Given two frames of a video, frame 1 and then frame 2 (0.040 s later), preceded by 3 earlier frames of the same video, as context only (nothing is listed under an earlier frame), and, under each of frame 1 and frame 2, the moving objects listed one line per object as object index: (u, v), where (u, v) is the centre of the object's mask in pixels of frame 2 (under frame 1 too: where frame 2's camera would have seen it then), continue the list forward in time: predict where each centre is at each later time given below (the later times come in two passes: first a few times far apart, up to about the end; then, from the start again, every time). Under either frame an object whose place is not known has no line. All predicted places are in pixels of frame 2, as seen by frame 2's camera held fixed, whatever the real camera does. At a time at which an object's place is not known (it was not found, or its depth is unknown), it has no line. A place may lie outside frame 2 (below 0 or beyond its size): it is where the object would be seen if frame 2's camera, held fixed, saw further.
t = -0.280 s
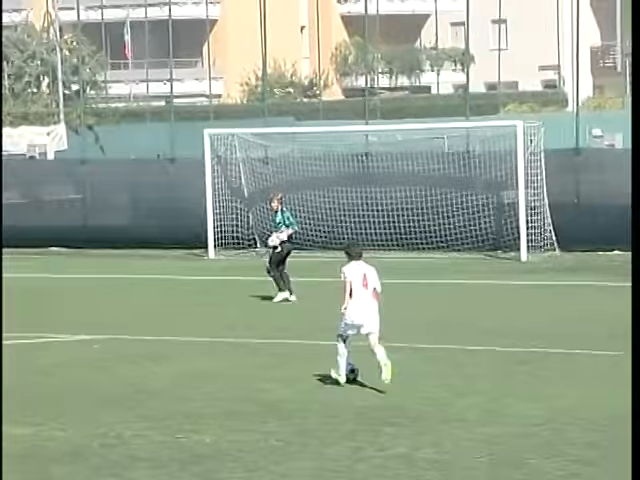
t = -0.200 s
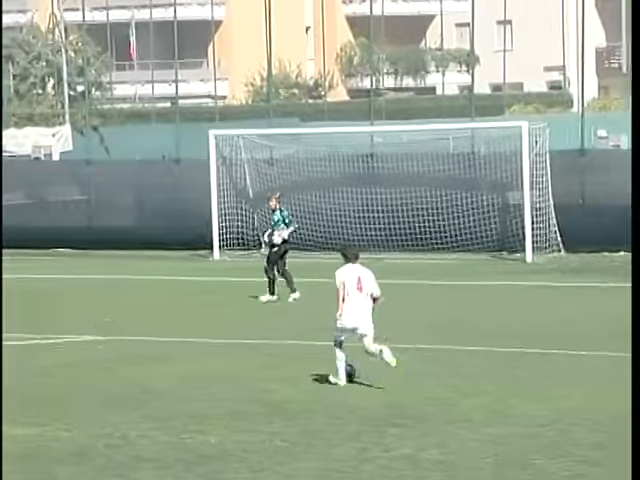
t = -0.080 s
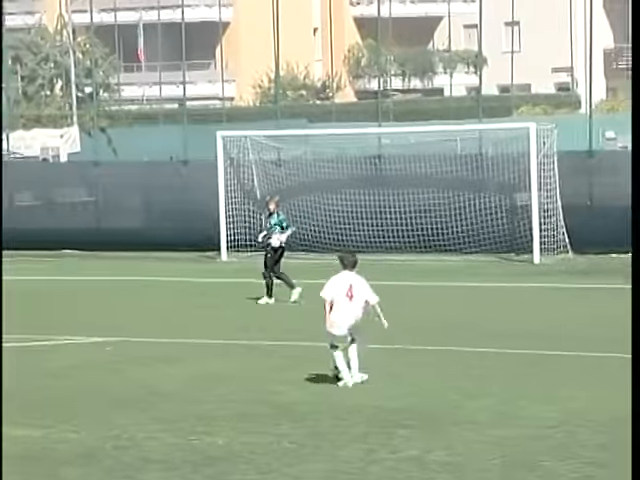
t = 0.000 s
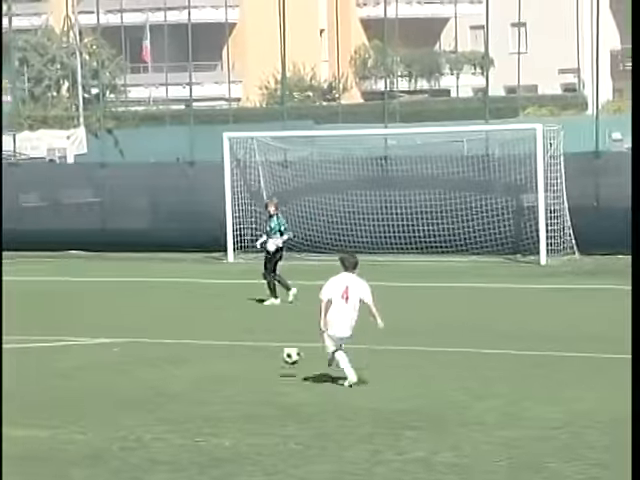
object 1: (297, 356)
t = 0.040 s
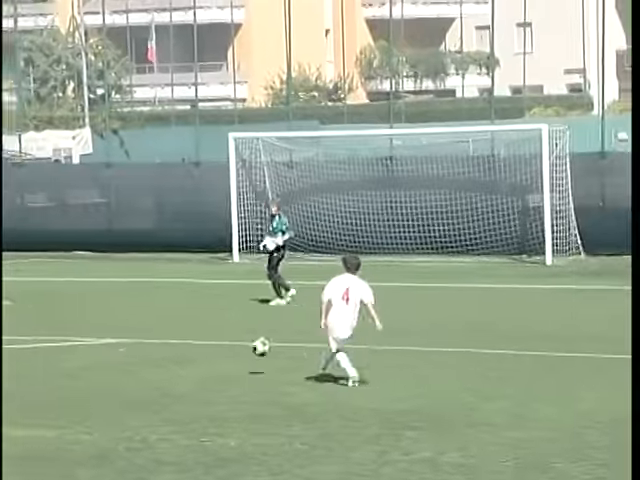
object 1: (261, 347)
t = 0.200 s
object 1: (125, 330)
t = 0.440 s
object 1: (-56, 350)
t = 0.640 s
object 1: (-168, 328)
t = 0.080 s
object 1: (225, 341)
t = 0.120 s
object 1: (191, 335)
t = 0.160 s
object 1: (157, 332)
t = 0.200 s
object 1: (125, 330)
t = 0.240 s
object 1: (94, 330)
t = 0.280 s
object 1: (62, 332)
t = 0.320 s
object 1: (32, 335)
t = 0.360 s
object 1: (0, 340)
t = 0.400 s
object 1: (-28, 347)
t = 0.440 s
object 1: (-56, 350)
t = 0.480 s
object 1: (-80, 341)
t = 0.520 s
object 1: (-102, 337)
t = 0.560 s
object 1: (-123, 332)
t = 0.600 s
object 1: (-146, 329)
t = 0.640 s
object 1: (-168, 328)
